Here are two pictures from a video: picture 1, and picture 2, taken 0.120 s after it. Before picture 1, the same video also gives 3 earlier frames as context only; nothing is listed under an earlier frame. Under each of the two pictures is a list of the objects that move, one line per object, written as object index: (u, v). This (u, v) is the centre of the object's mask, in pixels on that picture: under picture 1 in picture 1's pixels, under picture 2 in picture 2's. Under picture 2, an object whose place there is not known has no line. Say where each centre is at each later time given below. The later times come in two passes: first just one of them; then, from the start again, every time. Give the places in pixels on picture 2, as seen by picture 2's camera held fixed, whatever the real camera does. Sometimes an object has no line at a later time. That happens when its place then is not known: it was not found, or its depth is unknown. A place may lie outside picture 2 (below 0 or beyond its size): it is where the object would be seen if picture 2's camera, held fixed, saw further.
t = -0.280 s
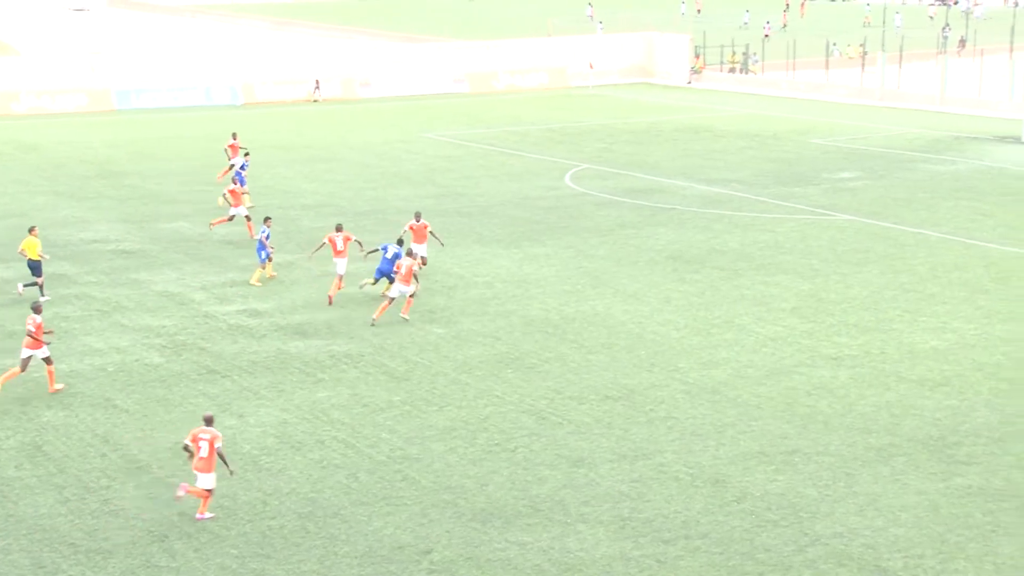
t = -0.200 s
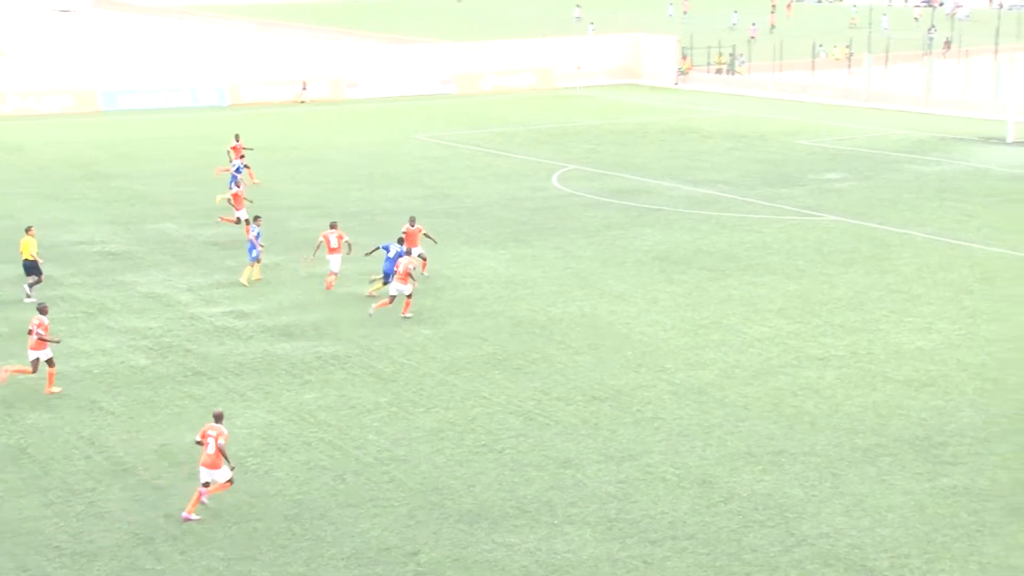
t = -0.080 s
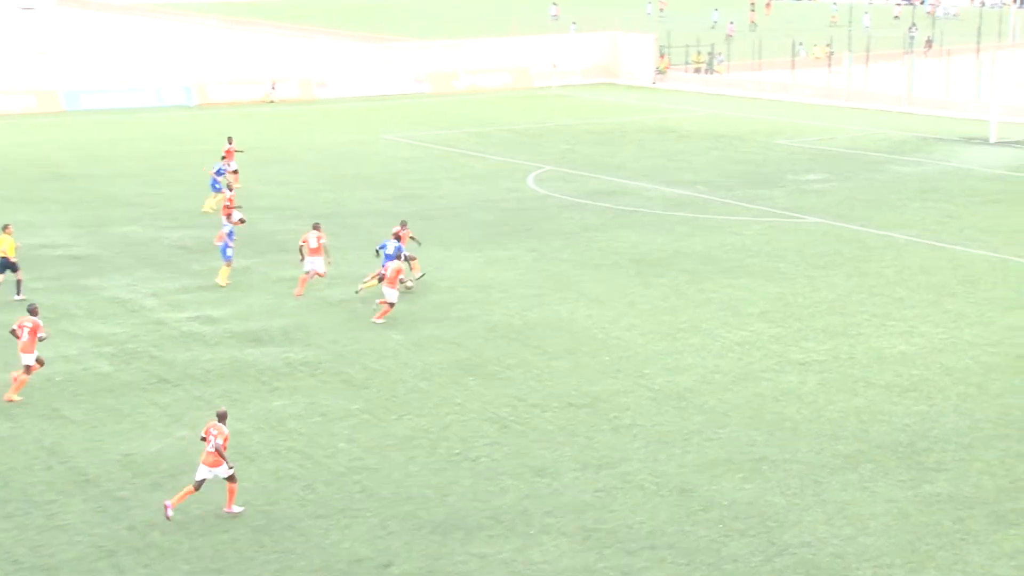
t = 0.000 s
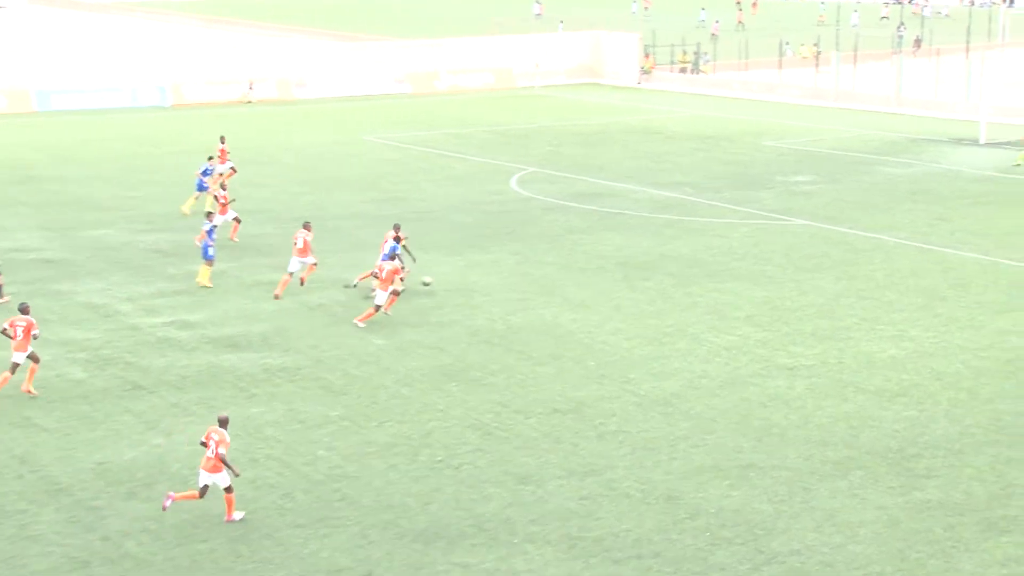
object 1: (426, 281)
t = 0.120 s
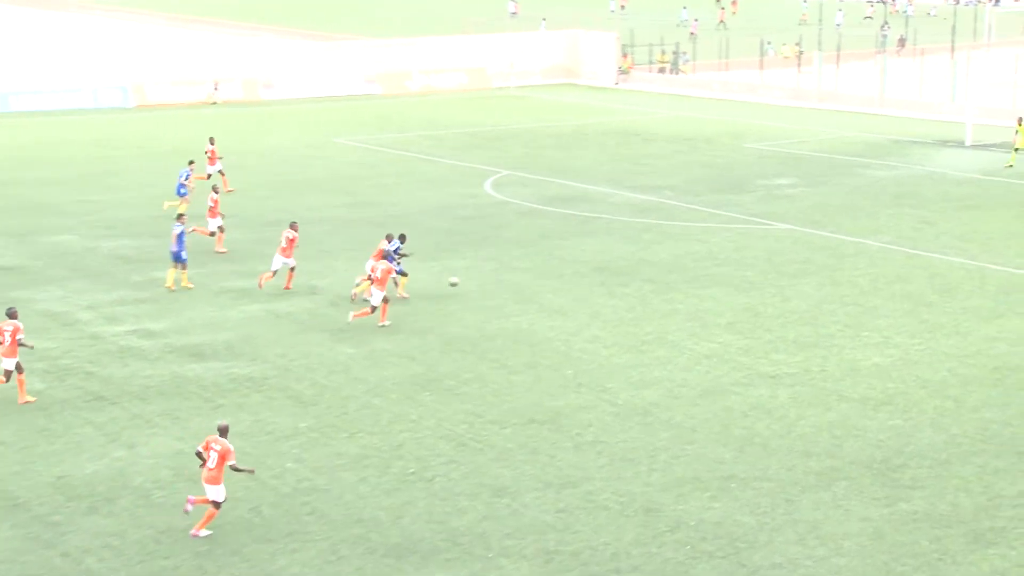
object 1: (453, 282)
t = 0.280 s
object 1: (521, 286)
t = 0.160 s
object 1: (470, 282)
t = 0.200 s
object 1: (487, 283)
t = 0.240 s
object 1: (504, 284)
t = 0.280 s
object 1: (521, 286)
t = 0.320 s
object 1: (538, 289)
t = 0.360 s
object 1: (552, 288)
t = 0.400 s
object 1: (566, 284)
